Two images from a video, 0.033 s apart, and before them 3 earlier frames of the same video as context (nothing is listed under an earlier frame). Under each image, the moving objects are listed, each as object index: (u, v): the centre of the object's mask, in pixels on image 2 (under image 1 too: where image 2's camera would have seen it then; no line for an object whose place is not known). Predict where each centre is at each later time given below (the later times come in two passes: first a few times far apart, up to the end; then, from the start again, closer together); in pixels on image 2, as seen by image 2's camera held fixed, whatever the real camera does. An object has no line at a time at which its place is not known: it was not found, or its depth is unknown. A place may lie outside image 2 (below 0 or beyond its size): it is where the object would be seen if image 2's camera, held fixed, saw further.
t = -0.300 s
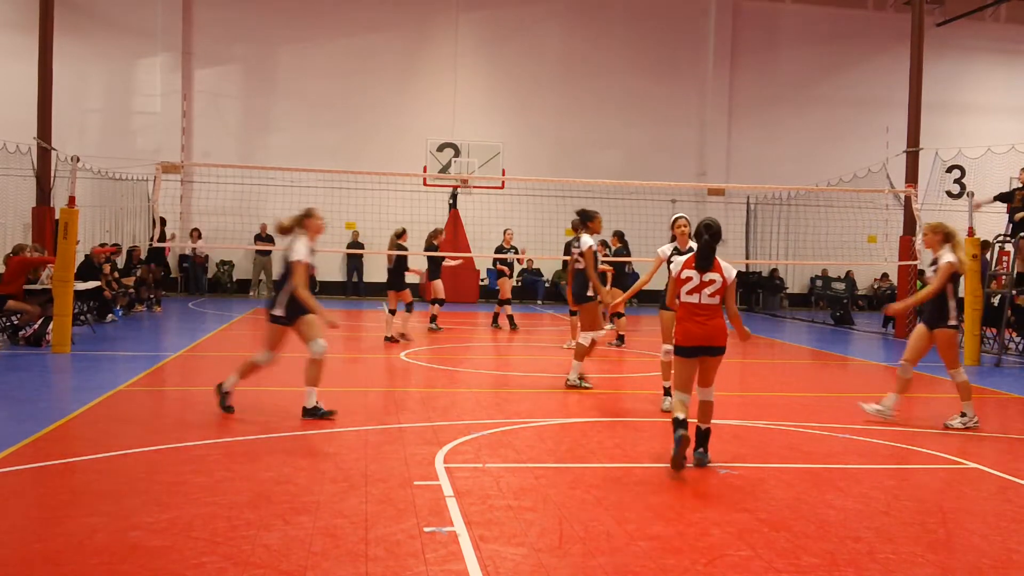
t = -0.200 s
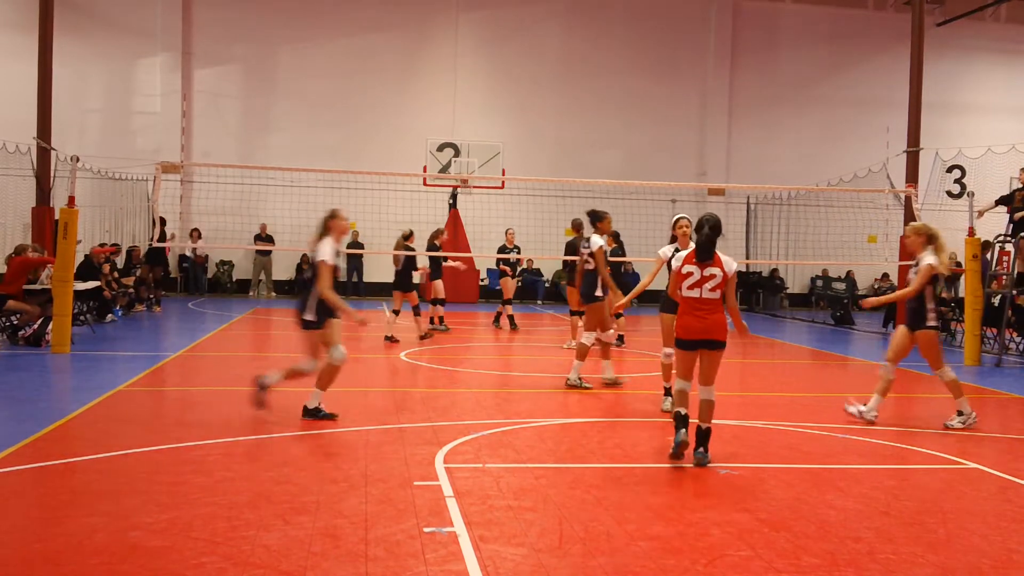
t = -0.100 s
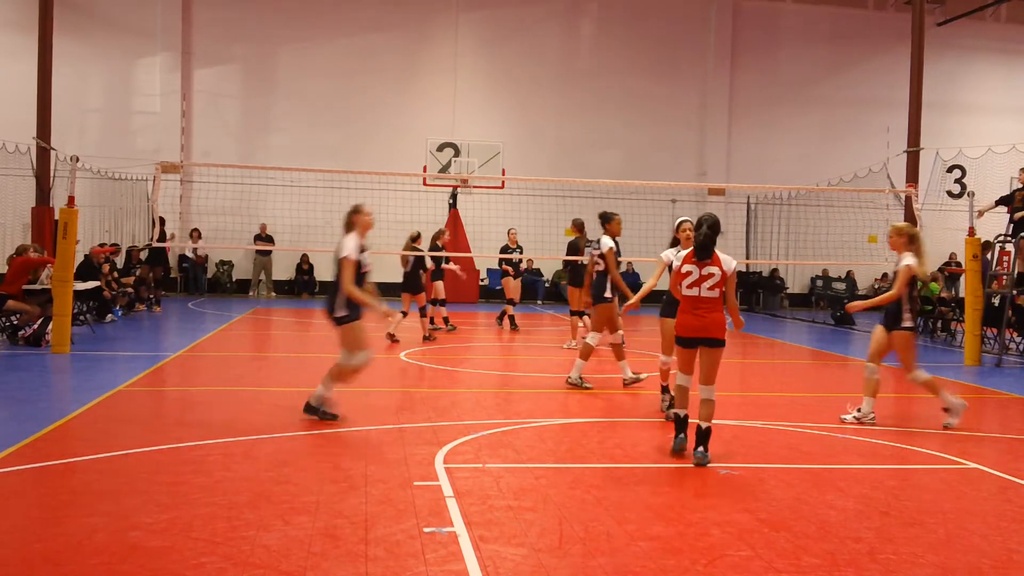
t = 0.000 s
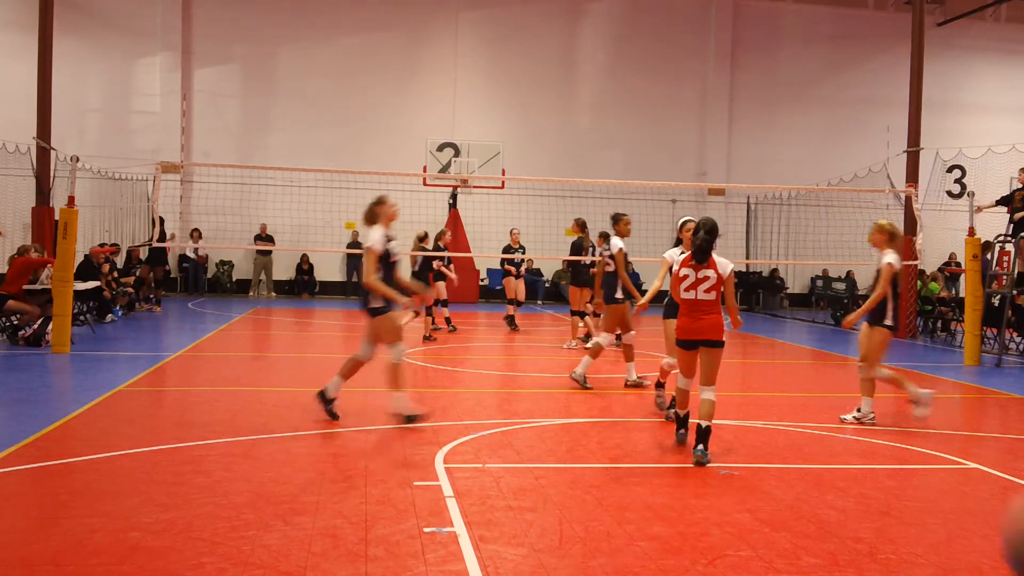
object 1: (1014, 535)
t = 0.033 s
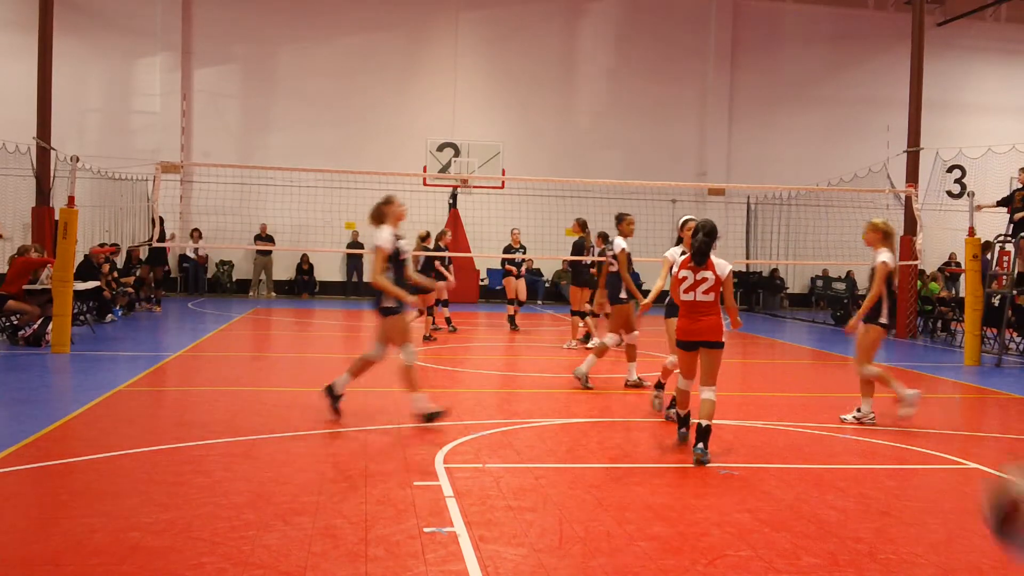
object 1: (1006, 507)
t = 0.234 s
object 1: (929, 406)
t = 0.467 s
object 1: (830, 477)
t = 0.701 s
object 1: (756, 559)
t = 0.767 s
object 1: (746, 519)
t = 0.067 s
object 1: (998, 475)
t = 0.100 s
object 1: (989, 455)
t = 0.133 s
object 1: (977, 432)
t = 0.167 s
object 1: (960, 420)
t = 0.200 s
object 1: (945, 411)
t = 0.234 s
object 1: (929, 406)
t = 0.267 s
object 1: (913, 406)
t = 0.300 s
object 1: (898, 408)
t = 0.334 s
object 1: (884, 417)
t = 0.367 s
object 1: (870, 426)
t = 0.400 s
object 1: (855, 443)
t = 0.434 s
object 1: (841, 461)
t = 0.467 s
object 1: (830, 477)
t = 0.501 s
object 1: (818, 505)
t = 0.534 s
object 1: (807, 526)
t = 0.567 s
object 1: (795, 547)
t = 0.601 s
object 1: (787, 563)
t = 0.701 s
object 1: (756, 559)
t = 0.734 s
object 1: (752, 543)
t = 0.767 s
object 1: (746, 519)
